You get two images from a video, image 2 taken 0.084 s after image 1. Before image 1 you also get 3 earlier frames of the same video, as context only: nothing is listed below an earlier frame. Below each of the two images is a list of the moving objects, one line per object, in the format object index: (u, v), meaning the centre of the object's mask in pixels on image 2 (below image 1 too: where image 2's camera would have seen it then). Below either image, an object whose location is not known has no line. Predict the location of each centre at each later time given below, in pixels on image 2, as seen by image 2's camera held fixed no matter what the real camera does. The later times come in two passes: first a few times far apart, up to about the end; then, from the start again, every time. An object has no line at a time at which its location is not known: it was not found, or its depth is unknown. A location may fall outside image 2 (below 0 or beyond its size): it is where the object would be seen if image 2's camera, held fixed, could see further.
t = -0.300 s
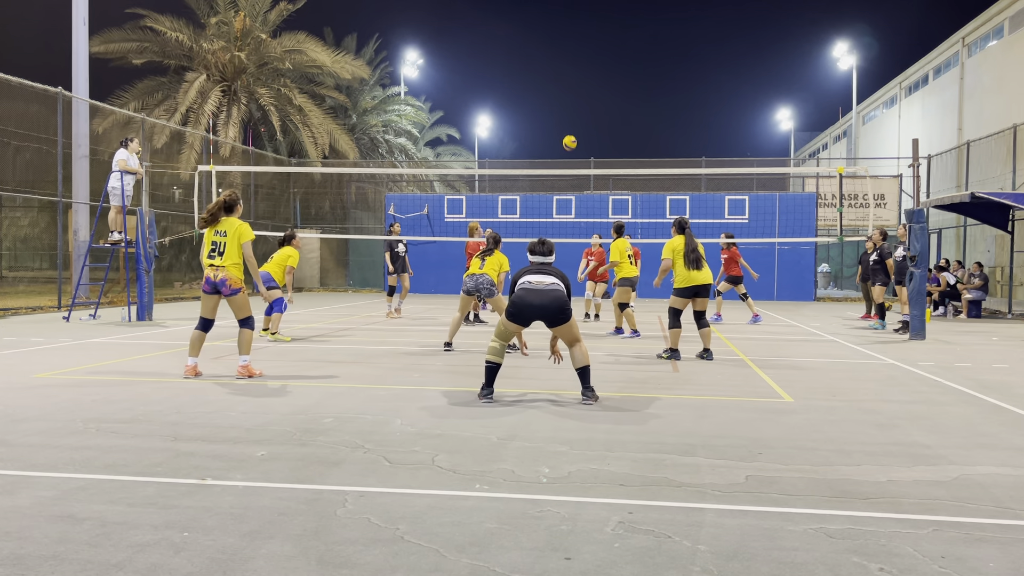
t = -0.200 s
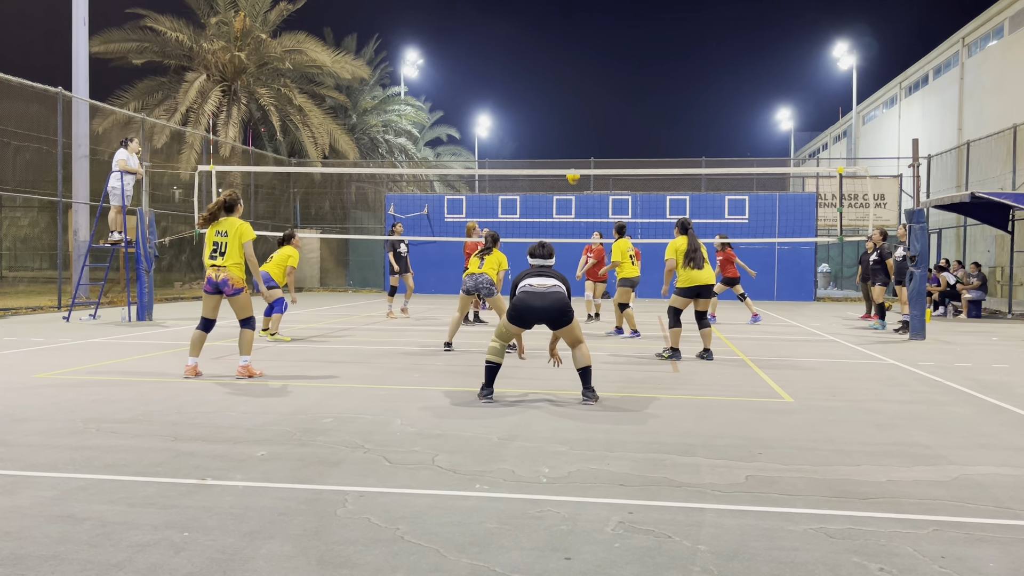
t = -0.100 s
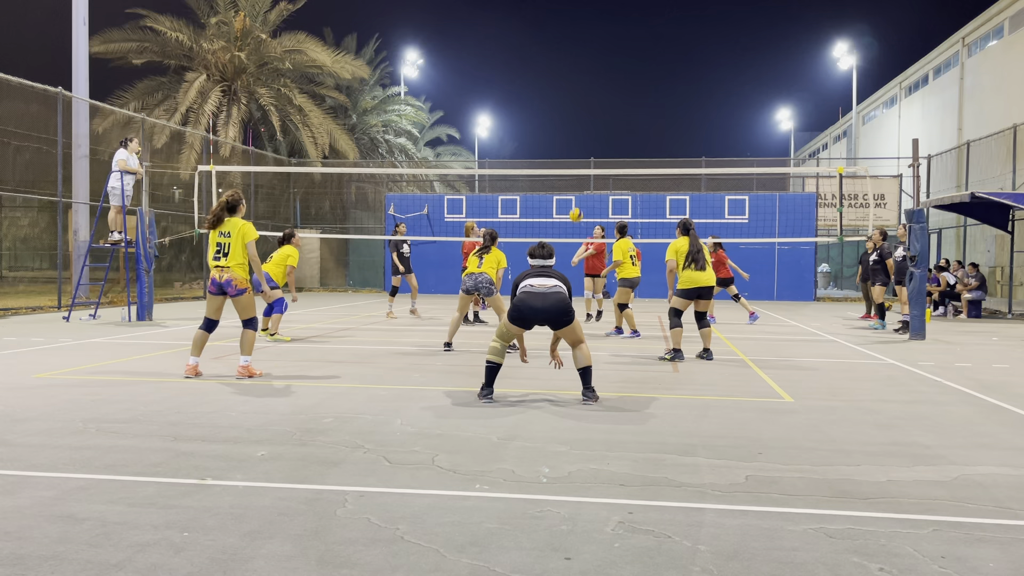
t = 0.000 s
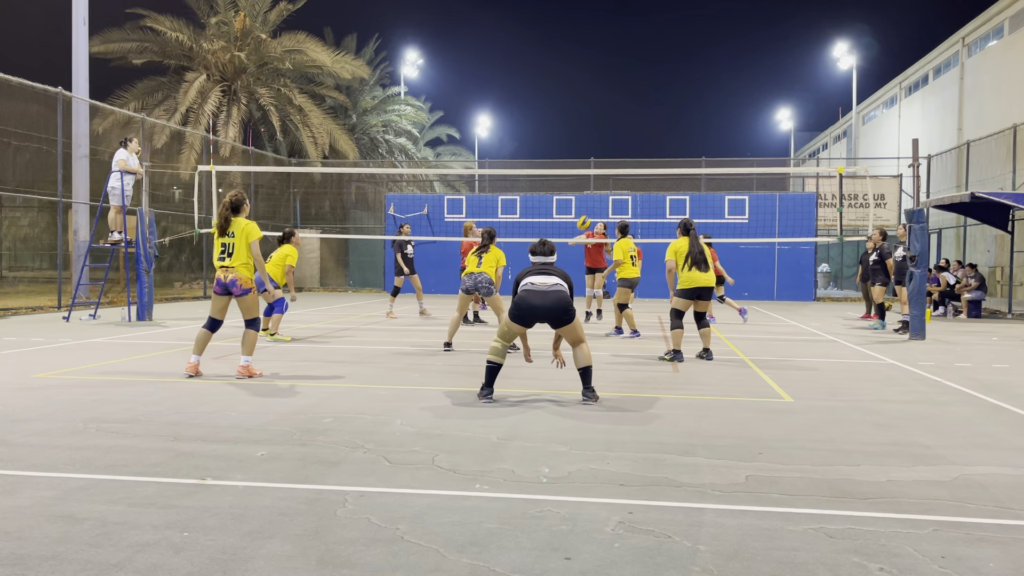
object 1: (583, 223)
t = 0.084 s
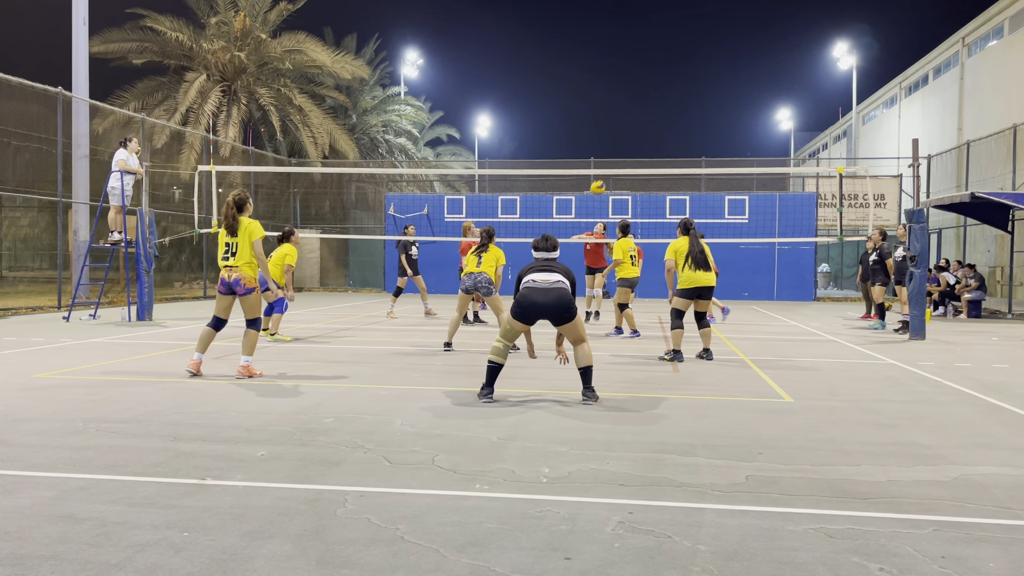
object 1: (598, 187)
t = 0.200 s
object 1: (619, 143)
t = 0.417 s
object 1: (666, 78)
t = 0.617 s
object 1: (717, 43)
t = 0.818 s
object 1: (778, 42)
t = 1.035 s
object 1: (858, 89)
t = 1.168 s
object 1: (916, 150)
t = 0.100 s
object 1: (601, 181)
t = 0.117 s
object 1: (603, 175)
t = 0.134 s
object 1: (606, 167)
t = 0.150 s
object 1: (609, 161)
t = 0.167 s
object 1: (613, 155)
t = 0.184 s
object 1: (616, 149)
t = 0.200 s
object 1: (619, 143)
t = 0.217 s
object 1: (622, 137)
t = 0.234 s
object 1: (626, 131)
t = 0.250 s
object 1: (629, 126)
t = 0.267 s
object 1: (633, 120)
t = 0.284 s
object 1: (636, 115)
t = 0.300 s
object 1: (639, 110)
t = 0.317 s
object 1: (643, 105)
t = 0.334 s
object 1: (647, 100)
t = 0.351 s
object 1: (650, 95)
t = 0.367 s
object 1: (654, 91)
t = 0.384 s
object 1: (658, 86)
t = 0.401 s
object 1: (662, 82)
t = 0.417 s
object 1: (666, 78)
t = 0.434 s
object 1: (670, 74)
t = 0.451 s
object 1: (674, 70)
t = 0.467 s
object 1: (678, 67)
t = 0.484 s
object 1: (682, 63)
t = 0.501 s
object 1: (686, 60)
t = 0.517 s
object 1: (690, 57)
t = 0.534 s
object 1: (695, 54)
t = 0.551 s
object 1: (699, 52)
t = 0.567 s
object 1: (703, 49)
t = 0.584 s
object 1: (708, 47)
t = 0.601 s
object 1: (712, 45)
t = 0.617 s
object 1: (717, 43)
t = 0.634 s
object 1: (721, 42)
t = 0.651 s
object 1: (726, 41)
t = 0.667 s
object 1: (731, 40)
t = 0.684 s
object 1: (736, 39)
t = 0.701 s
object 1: (741, 38)
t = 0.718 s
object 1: (746, 38)
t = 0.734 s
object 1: (751, 38)
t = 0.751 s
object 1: (756, 38)
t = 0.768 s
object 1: (762, 39)
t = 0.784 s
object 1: (767, 39)
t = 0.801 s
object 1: (773, 40)
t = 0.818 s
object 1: (778, 42)
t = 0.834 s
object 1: (784, 43)
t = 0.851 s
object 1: (789, 45)
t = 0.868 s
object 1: (795, 48)
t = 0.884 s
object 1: (801, 50)
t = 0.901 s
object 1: (807, 53)
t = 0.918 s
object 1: (813, 56)
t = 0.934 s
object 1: (818, 60)
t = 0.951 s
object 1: (824, 64)
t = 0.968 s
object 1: (830, 69)
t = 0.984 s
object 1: (837, 73)
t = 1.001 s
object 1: (844, 79)
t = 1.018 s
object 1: (851, 83)
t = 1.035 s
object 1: (858, 89)
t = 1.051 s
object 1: (865, 95)
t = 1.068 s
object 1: (871, 101)
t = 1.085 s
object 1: (878, 108)
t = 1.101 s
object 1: (885, 115)
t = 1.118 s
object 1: (893, 123)
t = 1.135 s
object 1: (900, 132)
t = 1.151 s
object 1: (908, 141)
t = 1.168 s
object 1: (916, 150)
